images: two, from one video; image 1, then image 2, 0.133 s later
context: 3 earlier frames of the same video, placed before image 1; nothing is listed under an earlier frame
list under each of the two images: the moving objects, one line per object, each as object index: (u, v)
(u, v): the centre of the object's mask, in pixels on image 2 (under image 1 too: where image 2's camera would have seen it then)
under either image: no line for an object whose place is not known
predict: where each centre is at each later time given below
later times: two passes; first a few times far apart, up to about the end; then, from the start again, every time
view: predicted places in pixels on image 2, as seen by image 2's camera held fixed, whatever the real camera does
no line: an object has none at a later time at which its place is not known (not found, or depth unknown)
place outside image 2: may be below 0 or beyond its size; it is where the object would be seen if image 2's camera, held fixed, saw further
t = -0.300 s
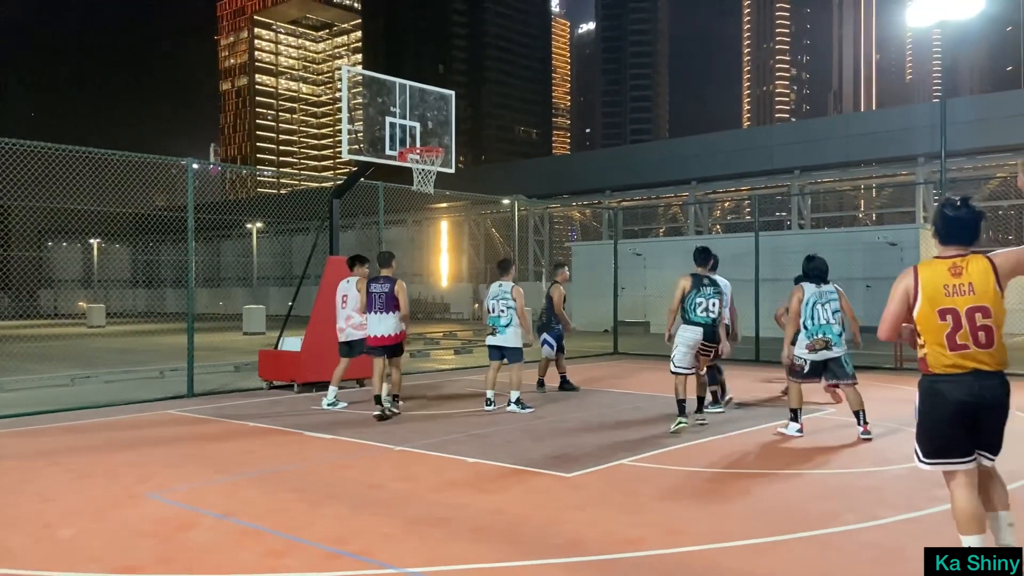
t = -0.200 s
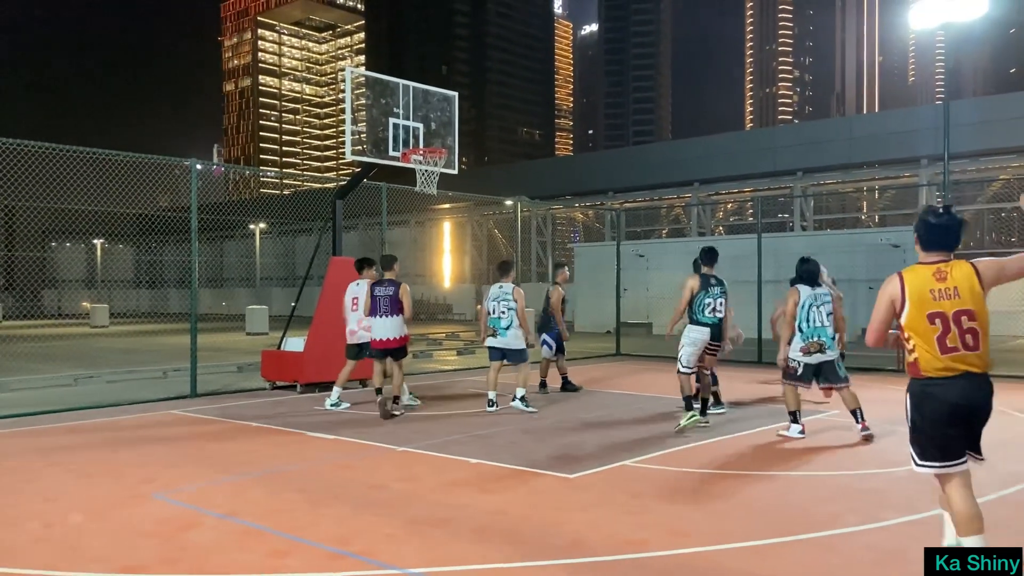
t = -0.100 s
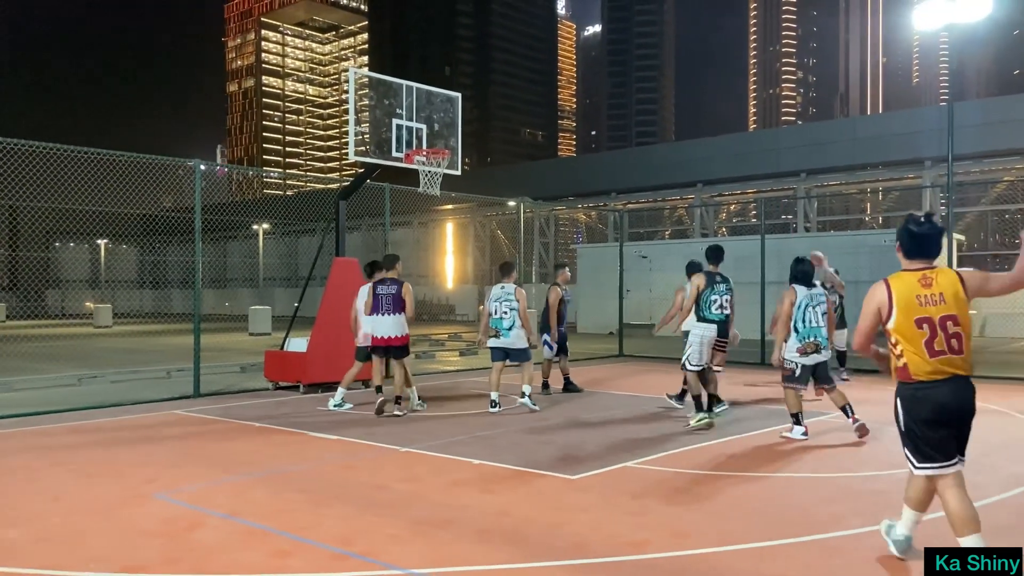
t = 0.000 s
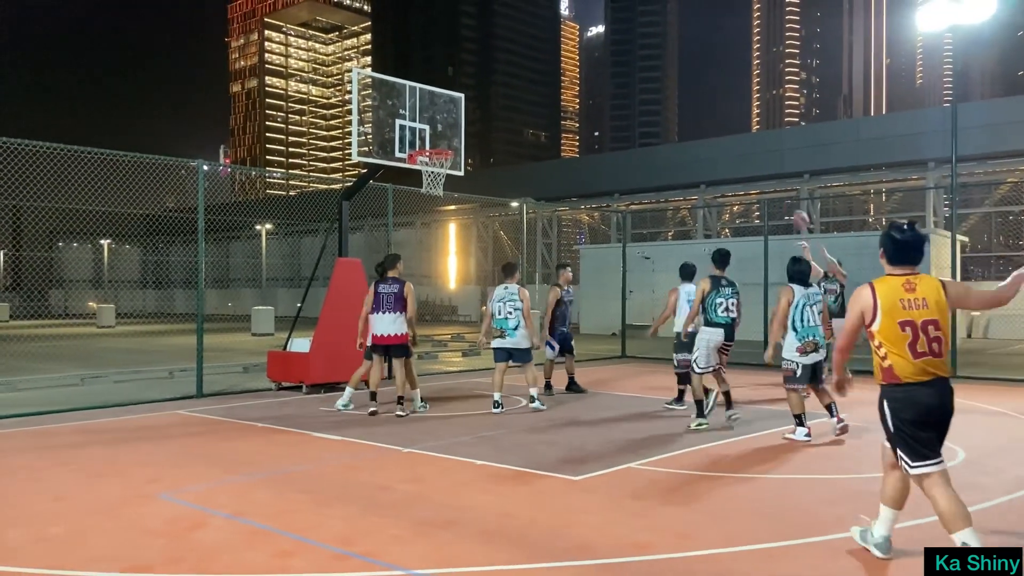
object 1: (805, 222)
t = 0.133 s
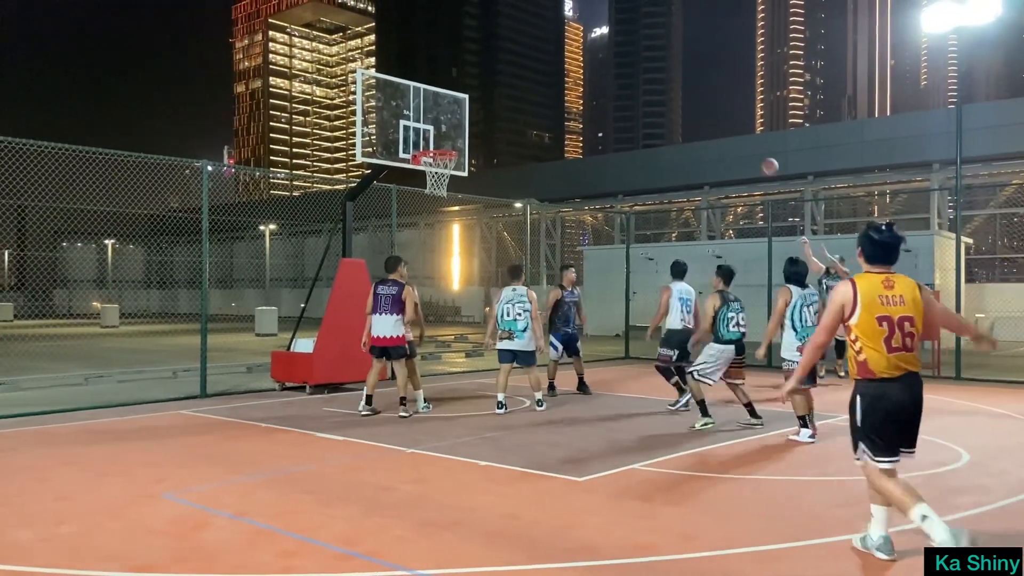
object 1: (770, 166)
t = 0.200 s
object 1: (753, 144)
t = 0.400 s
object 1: (700, 91)
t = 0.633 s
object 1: (635, 63)
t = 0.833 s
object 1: (577, 69)
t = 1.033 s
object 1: (512, 107)
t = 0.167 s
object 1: (761, 156)
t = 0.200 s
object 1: (753, 144)
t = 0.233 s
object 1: (744, 133)
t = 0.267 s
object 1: (735, 124)
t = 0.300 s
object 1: (727, 115)
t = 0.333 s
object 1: (718, 106)
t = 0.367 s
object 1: (709, 99)
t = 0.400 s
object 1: (700, 91)
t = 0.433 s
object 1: (690, 85)
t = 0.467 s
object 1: (682, 79)
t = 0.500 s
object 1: (673, 74)
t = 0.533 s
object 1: (663, 71)
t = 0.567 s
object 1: (653, 67)
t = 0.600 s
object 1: (644, 65)
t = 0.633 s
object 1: (635, 63)
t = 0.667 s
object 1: (626, 62)
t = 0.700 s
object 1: (616, 62)
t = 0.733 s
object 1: (606, 62)
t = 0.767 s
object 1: (596, 63)
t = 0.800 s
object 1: (588, 66)
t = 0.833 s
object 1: (577, 69)
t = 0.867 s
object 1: (565, 73)
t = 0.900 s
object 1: (555, 78)
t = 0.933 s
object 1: (545, 84)
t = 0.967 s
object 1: (534, 90)
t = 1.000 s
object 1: (523, 98)
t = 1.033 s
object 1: (512, 107)
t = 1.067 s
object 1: (501, 116)
